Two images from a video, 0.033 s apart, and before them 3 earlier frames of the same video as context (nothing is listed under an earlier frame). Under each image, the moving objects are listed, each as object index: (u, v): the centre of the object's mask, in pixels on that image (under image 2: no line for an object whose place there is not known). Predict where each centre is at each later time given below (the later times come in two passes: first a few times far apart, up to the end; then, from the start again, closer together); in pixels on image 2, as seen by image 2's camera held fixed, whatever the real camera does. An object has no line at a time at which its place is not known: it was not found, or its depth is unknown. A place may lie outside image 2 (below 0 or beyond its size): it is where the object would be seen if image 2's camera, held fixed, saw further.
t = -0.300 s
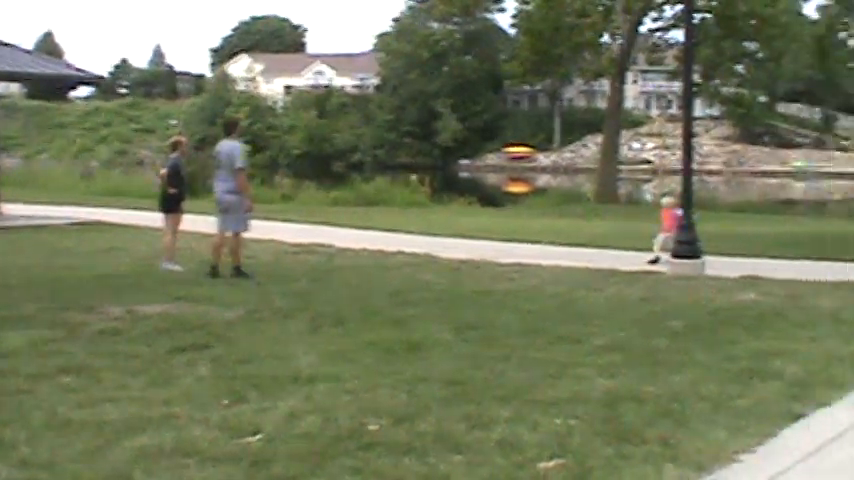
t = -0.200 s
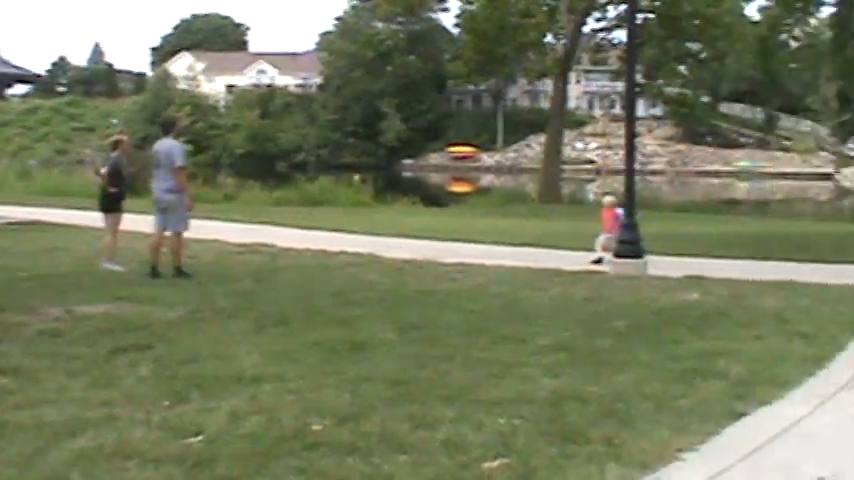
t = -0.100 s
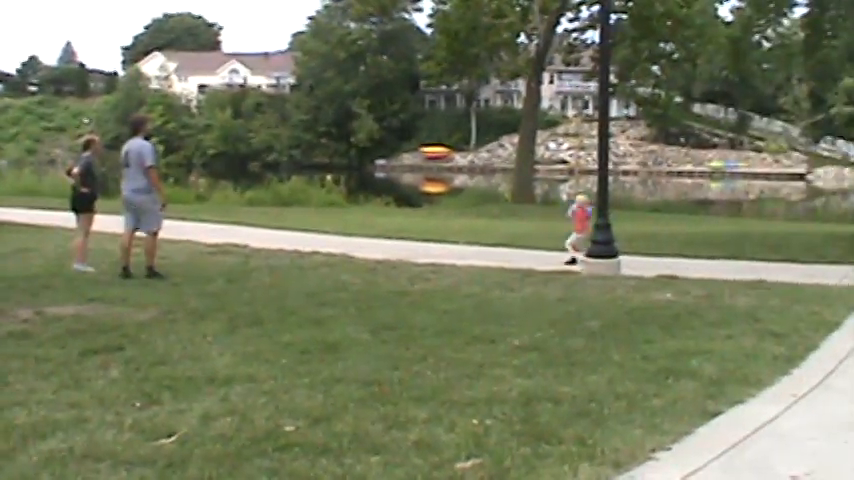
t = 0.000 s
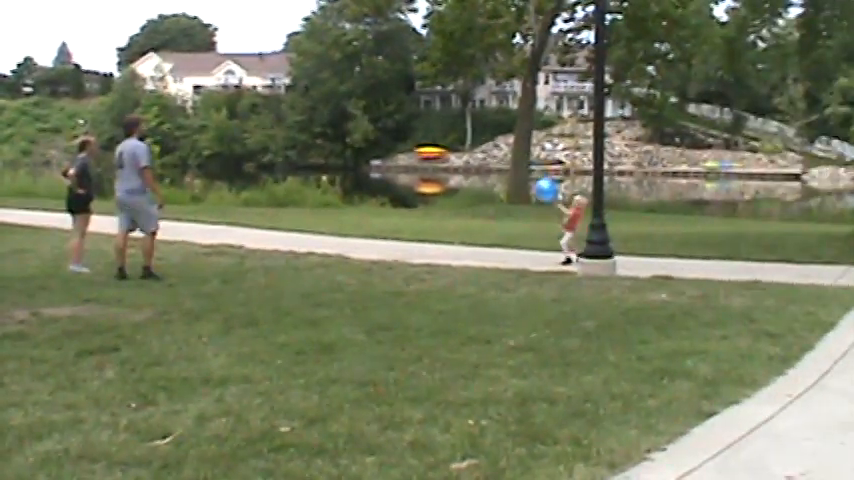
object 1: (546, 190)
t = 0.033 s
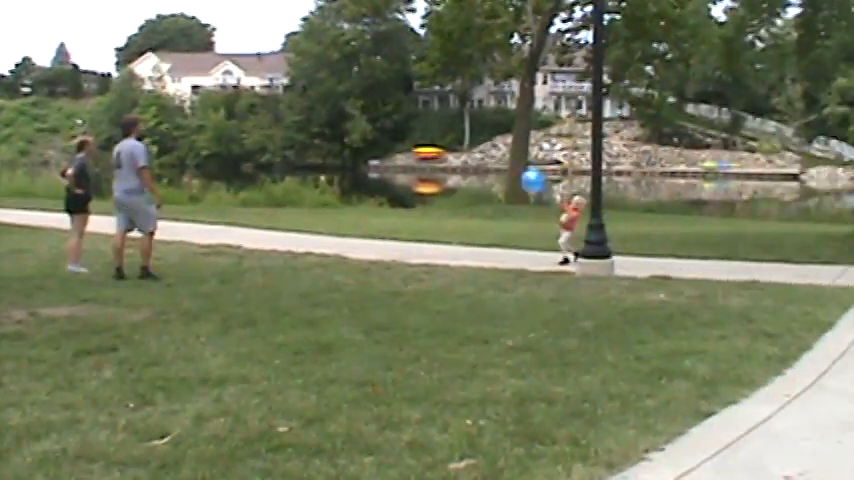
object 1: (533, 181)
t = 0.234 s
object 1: (470, 145)
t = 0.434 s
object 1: (416, 146)
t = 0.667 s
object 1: (362, 176)
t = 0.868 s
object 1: (325, 226)
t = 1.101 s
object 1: (299, 232)
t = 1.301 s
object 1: (284, 214)
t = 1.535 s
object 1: (267, 224)
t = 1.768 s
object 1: (254, 254)
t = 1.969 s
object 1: (245, 236)
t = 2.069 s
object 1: (241, 236)
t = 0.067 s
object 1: (522, 173)
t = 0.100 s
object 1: (511, 165)
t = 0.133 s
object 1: (500, 157)
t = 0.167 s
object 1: (491, 153)
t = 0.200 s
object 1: (481, 149)
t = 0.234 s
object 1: (470, 145)
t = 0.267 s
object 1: (461, 143)
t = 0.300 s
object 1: (451, 142)
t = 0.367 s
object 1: (433, 142)
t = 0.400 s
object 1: (424, 144)
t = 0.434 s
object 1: (416, 146)
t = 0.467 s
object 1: (408, 148)
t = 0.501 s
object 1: (400, 151)
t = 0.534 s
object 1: (392, 155)
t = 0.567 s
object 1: (384, 160)
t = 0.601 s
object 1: (377, 165)
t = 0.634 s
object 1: (369, 170)
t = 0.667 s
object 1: (362, 176)
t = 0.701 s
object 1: (355, 183)
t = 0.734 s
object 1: (349, 191)
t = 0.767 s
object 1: (343, 198)
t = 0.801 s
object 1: (336, 207)
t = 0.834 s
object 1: (330, 216)
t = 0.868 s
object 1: (325, 226)
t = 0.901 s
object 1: (319, 236)
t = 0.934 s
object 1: (314, 249)
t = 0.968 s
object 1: (310, 256)
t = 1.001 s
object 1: (306, 251)
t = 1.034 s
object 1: (303, 243)
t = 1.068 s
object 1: (301, 237)
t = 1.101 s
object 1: (299, 232)
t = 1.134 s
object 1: (296, 227)
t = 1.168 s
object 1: (294, 223)
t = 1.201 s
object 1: (291, 219)
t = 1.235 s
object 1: (289, 217)
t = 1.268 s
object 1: (287, 215)
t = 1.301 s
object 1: (284, 214)
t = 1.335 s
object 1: (282, 213)
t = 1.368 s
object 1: (279, 214)
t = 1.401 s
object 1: (277, 214)
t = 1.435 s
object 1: (275, 215)
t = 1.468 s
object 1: (272, 217)
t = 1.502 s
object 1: (270, 220)
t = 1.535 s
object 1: (267, 224)
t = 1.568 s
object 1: (265, 227)
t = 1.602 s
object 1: (263, 232)
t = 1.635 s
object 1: (261, 238)
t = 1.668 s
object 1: (258, 244)
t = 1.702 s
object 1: (256, 251)
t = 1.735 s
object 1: (254, 256)
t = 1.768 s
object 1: (254, 254)
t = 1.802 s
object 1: (251, 249)
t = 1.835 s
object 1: (250, 245)
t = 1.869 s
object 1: (249, 242)
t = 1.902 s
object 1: (248, 239)
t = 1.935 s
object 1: (246, 237)
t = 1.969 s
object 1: (245, 236)
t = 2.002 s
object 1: (244, 235)
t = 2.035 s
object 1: (242, 235)
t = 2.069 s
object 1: (241, 236)
